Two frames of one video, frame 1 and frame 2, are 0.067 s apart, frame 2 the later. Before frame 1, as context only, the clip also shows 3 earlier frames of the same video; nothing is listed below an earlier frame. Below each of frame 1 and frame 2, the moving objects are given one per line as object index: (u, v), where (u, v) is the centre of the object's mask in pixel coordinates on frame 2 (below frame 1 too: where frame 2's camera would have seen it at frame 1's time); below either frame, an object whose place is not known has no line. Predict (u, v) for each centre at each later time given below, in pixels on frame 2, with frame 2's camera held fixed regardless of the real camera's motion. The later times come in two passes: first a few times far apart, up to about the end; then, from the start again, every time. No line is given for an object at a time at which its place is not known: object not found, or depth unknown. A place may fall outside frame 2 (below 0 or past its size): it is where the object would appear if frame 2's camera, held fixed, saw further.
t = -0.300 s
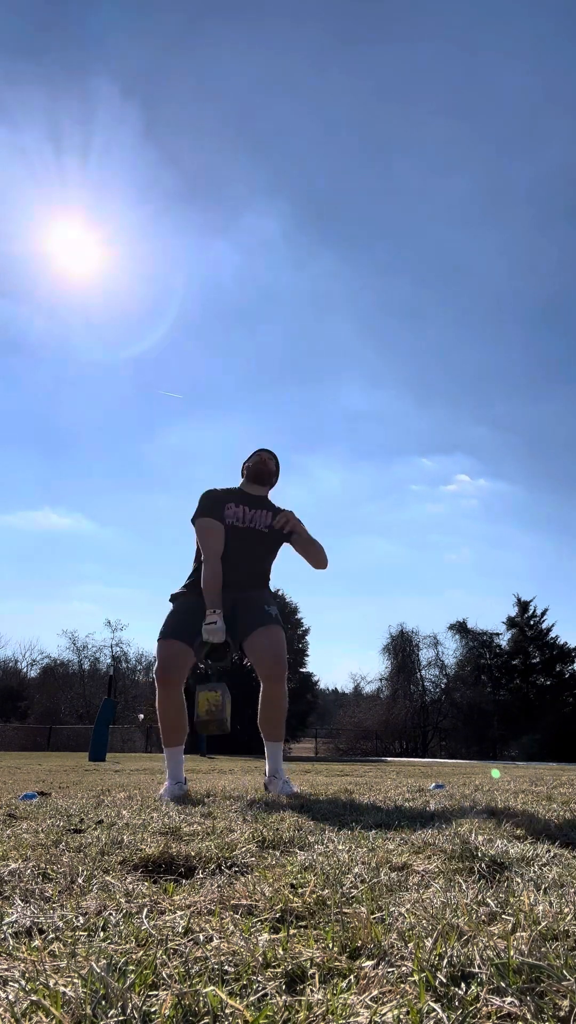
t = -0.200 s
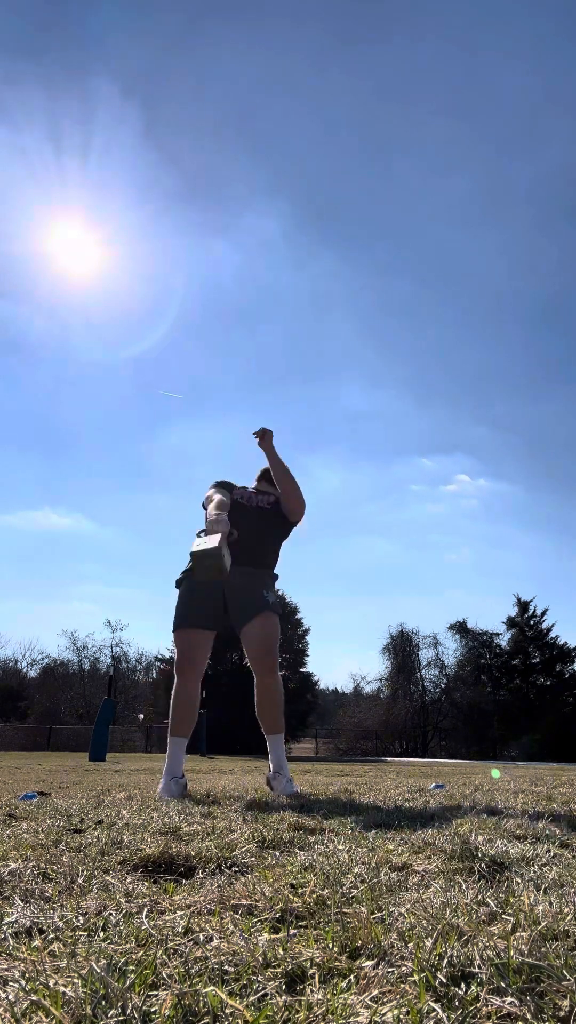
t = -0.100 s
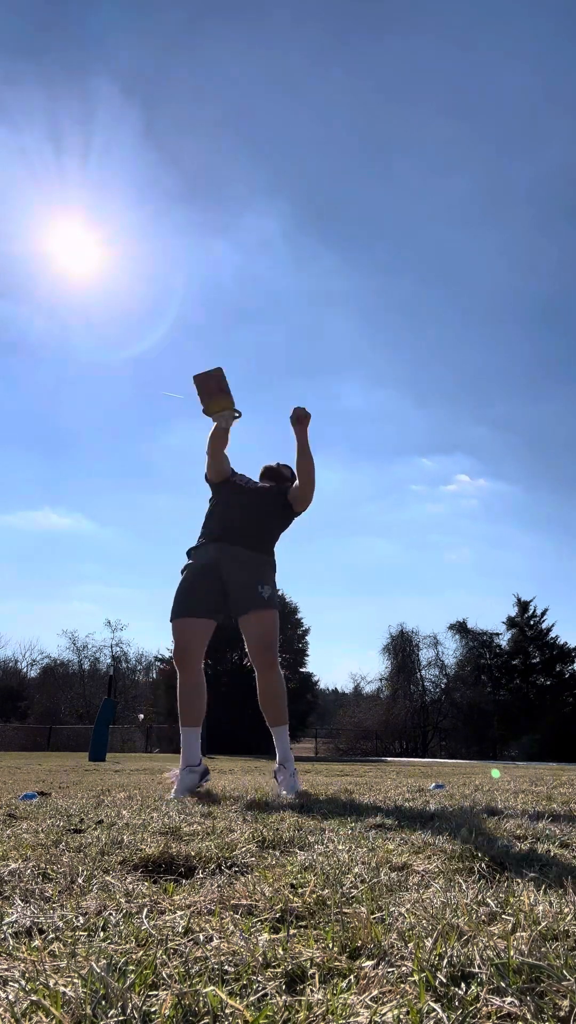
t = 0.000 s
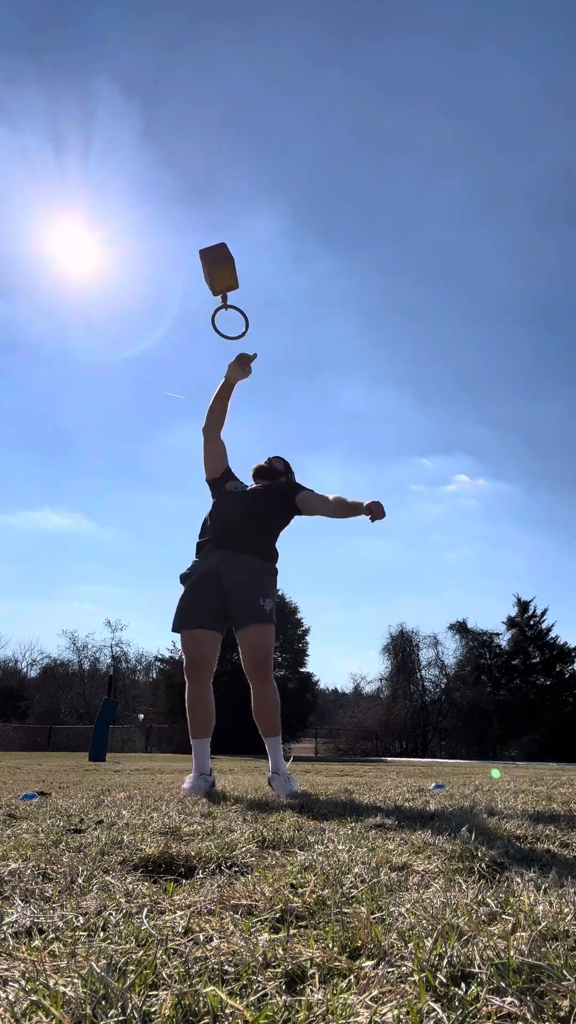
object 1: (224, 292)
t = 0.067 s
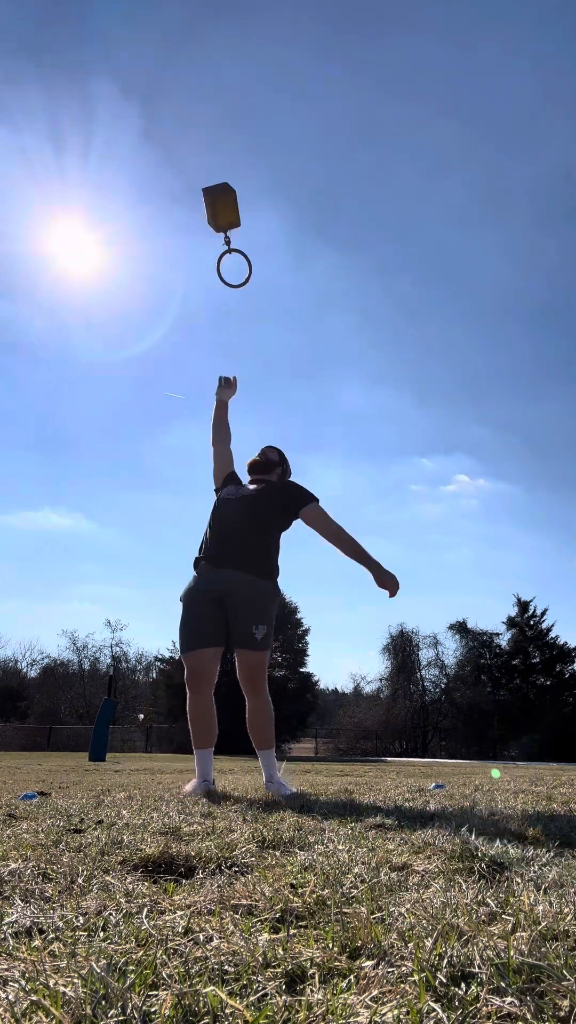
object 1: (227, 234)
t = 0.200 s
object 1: (229, 137)
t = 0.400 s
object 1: (227, 60)
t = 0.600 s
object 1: (225, 51)
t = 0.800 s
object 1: (221, 100)
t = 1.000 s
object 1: (215, 217)
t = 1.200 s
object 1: (206, 408)
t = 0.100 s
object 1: (228, 208)
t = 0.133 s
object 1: (229, 184)
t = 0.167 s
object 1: (229, 160)
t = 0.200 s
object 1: (229, 137)
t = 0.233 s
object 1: (228, 117)
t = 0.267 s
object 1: (228, 99)
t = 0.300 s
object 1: (227, 84)
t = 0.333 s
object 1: (227, 75)
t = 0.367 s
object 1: (227, 69)
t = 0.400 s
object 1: (227, 60)
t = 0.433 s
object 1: (228, 55)
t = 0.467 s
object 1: (227, 51)
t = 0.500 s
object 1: (227, 48)
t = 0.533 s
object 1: (227, 48)
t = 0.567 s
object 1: (226, 48)
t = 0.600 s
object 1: (225, 51)
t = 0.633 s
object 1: (225, 55)
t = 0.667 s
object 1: (224, 60)
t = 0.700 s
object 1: (223, 68)
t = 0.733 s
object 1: (223, 77)
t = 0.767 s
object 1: (222, 87)
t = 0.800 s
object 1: (221, 100)
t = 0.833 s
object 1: (220, 115)
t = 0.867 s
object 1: (219, 132)
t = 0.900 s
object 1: (218, 150)
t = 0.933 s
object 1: (217, 171)
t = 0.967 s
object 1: (216, 192)
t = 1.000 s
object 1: (215, 217)
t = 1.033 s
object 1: (214, 243)
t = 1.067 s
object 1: (213, 272)
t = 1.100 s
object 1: (211, 303)
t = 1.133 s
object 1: (210, 336)
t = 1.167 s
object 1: (208, 371)
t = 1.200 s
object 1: (206, 408)
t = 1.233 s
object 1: (204, 446)
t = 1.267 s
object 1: (202, 486)
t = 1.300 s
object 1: (200, 528)
